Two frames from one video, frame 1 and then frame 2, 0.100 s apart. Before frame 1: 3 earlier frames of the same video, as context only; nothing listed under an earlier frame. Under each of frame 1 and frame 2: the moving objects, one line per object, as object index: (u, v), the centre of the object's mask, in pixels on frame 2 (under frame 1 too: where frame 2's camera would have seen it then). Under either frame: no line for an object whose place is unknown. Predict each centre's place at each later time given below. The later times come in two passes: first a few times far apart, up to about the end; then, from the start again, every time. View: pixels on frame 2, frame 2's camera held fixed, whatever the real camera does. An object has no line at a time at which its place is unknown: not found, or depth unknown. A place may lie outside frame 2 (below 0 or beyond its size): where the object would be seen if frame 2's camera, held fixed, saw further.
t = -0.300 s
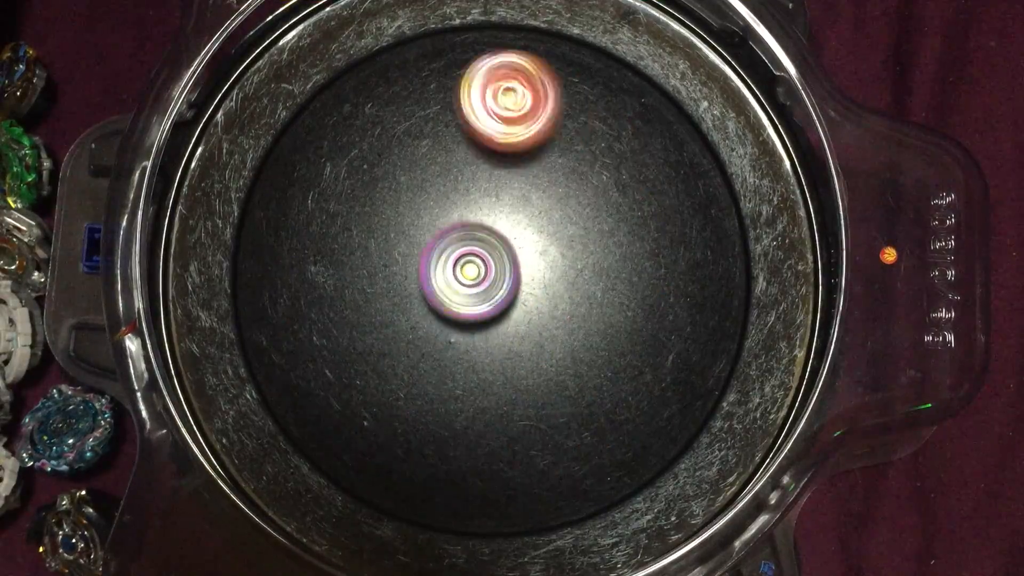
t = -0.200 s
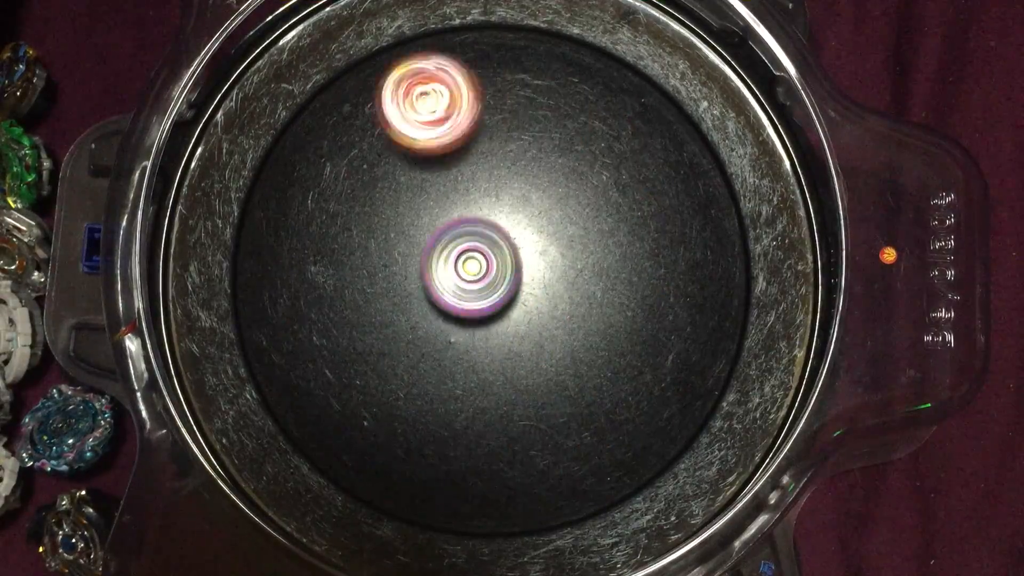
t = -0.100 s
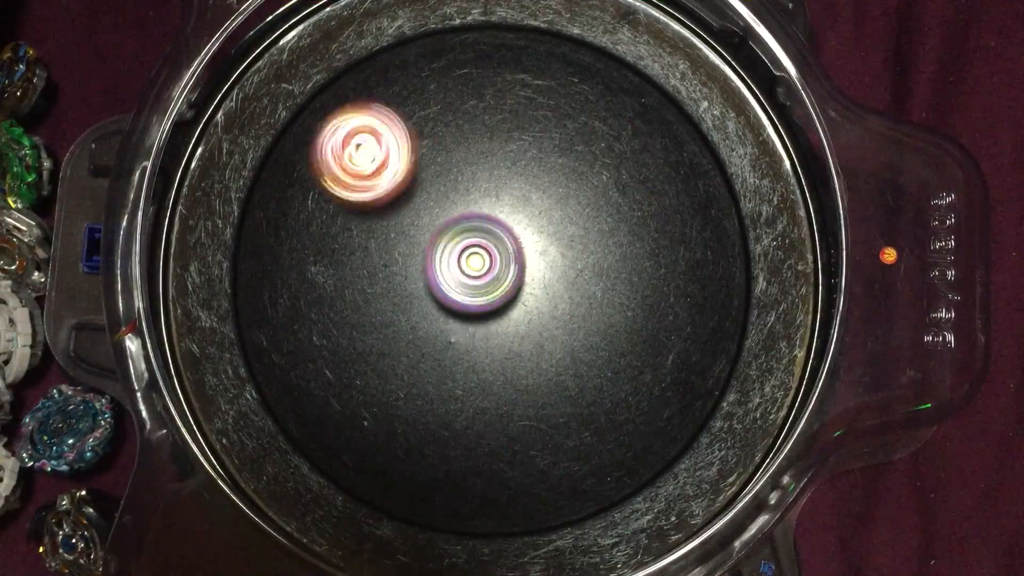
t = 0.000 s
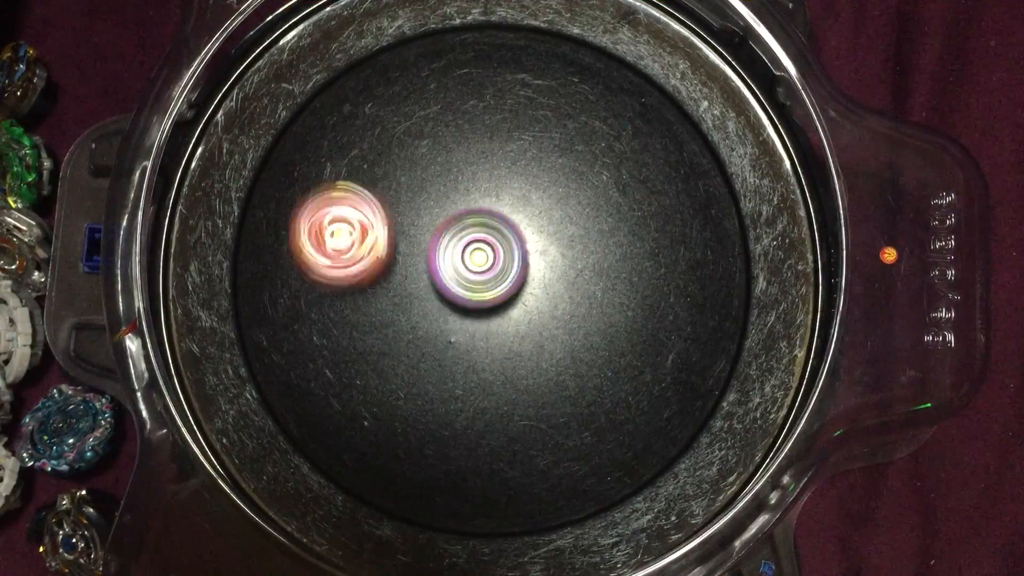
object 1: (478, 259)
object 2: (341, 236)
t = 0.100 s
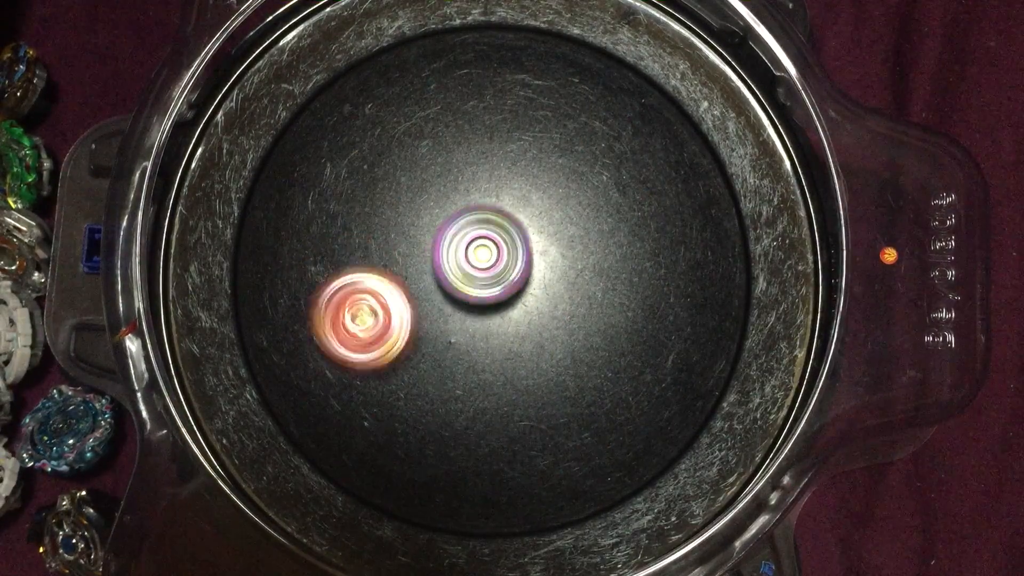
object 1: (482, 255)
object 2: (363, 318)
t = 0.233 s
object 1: (487, 251)
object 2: (447, 396)
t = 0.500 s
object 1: (496, 251)
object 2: (646, 354)
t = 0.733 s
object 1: (502, 261)
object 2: (617, 181)
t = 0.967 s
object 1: (510, 275)
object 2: (429, 168)
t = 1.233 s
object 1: (511, 287)
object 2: (339, 332)
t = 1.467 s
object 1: (504, 293)
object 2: (470, 431)
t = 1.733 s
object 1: (490, 291)
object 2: (611, 284)
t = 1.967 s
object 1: (479, 286)
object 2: (541, 130)
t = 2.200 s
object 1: (473, 277)
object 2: (389, 157)
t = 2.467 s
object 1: (487, 262)
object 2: (390, 349)
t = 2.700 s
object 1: (502, 249)
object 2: (541, 416)
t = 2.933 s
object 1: (511, 247)
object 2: (636, 284)
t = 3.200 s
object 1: (480, 273)
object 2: (531, 136)
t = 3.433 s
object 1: (463, 295)
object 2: (388, 194)
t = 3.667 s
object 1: (496, 325)
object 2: (352, 335)
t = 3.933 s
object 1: (532, 306)
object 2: (492, 407)
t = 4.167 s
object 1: (563, 175)
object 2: (559, 413)
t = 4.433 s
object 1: (525, 174)
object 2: (463, 268)
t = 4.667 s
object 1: (500, 203)
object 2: (343, 228)
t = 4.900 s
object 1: (476, 249)
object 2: (367, 285)
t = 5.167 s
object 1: (574, 267)
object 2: (390, 323)
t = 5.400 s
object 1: (599, 274)
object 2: (437, 244)
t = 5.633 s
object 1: (599, 280)
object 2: (381, 197)
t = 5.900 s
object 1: (549, 293)
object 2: (457, 236)
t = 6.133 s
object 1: (558, 327)
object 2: (432, 185)
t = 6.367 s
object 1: (519, 323)
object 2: (469, 220)
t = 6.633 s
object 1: (497, 326)
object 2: (501, 205)
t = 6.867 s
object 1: (471, 310)
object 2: (531, 198)
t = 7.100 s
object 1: (457, 282)
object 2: (540, 216)
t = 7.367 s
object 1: (453, 260)
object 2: (560, 252)
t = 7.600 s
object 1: (466, 245)
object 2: (560, 304)
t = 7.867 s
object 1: (493, 241)
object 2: (531, 341)
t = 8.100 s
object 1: (511, 249)
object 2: (491, 356)
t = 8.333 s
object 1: (525, 248)
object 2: (454, 356)
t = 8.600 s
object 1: (535, 262)
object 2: (417, 301)
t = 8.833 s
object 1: (519, 278)
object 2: (411, 265)
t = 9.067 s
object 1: (516, 292)
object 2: (422, 219)
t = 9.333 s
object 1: (498, 305)
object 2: (460, 197)
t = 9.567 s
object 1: (485, 308)
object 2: (507, 204)
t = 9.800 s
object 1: (473, 304)
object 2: (553, 227)
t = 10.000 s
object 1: (456, 291)
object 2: (587, 256)
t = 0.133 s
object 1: (483, 254)
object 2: (381, 344)
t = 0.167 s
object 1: (485, 253)
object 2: (400, 365)
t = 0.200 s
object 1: (486, 252)
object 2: (421, 383)
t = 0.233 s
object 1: (487, 251)
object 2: (447, 396)
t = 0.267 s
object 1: (488, 251)
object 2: (474, 407)
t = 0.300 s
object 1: (489, 250)
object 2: (502, 413)
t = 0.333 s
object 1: (490, 250)
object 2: (529, 414)
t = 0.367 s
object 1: (492, 250)
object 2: (558, 411)
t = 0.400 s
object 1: (493, 250)
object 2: (583, 403)
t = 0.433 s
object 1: (494, 250)
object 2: (608, 391)
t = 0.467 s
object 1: (495, 251)
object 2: (629, 374)
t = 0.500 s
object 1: (496, 251)
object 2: (646, 354)
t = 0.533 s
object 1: (497, 252)
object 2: (659, 330)
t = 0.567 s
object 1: (498, 253)
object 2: (667, 304)
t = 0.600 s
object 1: (499, 255)
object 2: (669, 277)
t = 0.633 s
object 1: (499, 256)
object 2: (664, 249)
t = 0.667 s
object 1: (501, 258)
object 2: (654, 223)
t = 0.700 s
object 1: (502, 259)
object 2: (637, 200)
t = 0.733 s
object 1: (502, 261)
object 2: (617, 181)
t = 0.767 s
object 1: (504, 264)
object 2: (592, 165)
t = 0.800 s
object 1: (505, 266)
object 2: (566, 155)
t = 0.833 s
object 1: (506, 268)
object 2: (540, 149)
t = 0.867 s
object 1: (507, 270)
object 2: (510, 147)
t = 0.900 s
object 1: (508, 272)
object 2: (483, 151)
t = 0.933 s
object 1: (509, 274)
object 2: (456, 158)
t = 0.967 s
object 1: (510, 275)
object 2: (429, 168)
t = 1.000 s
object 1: (510, 277)
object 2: (406, 181)
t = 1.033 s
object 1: (511, 279)
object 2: (387, 198)
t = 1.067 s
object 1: (511, 280)
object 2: (370, 217)
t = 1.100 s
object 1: (511, 282)
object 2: (357, 238)
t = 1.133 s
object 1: (512, 283)
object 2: (347, 261)
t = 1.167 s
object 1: (511, 285)
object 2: (340, 284)
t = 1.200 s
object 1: (511, 286)
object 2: (337, 308)
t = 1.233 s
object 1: (511, 287)
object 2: (339, 332)
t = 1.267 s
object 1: (510, 288)
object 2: (345, 355)
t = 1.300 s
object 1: (509, 289)
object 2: (357, 376)
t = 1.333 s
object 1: (508, 290)
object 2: (372, 397)
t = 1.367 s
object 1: (507, 291)
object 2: (392, 412)
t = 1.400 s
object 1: (506, 292)
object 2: (415, 424)
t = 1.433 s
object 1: (505, 292)
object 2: (441, 430)
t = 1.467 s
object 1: (504, 293)
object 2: (470, 431)
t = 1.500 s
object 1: (502, 292)
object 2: (497, 427)
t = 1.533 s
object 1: (500, 293)
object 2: (523, 416)
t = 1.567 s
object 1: (499, 293)
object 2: (547, 402)
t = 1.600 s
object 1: (497, 293)
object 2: (568, 383)
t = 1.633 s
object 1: (495, 292)
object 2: (584, 360)
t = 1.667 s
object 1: (494, 292)
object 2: (598, 335)
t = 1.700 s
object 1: (492, 292)
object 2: (606, 311)
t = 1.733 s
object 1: (490, 291)
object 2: (611, 284)
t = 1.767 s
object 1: (488, 291)
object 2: (612, 258)
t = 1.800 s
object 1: (486, 290)
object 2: (608, 231)
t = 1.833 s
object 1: (485, 289)
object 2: (602, 206)
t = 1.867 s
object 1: (483, 289)
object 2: (591, 184)
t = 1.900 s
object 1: (481, 288)
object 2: (579, 163)
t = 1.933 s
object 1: (480, 287)
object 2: (561, 145)
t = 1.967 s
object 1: (479, 286)
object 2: (541, 130)
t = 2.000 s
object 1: (478, 285)
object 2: (521, 120)
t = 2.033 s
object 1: (476, 283)
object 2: (496, 113)
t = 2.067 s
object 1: (476, 282)
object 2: (472, 112)
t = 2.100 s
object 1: (475, 281)
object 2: (450, 116)
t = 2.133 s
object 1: (474, 280)
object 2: (427, 125)
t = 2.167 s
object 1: (474, 278)
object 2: (406, 140)
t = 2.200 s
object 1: (473, 277)
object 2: (389, 157)
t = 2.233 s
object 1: (473, 276)
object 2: (375, 179)
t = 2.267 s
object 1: (473, 275)
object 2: (366, 203)
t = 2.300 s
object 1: (473, 273)
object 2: (362, 229)
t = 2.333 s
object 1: (474, 271)
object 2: (362, 254)
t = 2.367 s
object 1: (475, 269)
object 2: (367, 279)
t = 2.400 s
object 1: (479, 268)
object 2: (372, 305)
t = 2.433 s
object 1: (484, 265)
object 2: (379, 327)
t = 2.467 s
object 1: (487, 262)
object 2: (390, 349)
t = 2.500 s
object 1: (490, 260)
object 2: (405, 370)
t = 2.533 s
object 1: (492, 258)
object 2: (423, 386)
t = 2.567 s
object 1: (494, 256)
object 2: (444, 401)
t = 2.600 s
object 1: (496, 253)
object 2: (467, 411)
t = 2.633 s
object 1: (499, 252)
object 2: (492, 418)
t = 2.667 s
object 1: (500, 251)
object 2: (516, 420)
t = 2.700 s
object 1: (502, 249)
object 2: (541, 416)
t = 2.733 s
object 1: (504, 248)
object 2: (565, 407)
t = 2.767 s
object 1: (505, 247)
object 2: (586, 395)
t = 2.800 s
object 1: (507, 246)
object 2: (605, 378)
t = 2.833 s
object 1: (508, 246)
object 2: (621, 357)
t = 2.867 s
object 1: (510, 247)
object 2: (630, 335)
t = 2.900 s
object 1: (511, 247)
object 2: (636, 310)
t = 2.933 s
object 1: (511, 247)
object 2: (636, 284)
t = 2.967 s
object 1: (512, 248)
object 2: (631, 259)
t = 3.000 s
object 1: (513, 249)
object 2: (621, 235)
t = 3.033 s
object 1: (510, 251)
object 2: (611, 212)
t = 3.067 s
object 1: (500, 256)
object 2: (602, 190)
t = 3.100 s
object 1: (493, 260)
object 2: (589, 172)
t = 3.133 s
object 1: (487, 265)
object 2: (573, 158)
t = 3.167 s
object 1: (483, 269)
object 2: (553, 145)
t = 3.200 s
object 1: (480, 273)
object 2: (531, 136)
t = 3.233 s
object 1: (477, 277)
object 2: (508, 132)
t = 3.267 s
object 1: (474, 281)
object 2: (484, 132)
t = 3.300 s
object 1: (472, 284)
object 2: (462, 137)
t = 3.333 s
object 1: (469, 287)
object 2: (439, 147)
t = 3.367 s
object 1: (467, 289)
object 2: (418, 159)
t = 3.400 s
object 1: (466, 292)
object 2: (401, 175)
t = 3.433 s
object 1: (463, 295)
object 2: (388, 194)
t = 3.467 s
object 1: (462, 297)
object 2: (378, 215)
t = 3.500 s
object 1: (461, 299)
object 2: (371, 238)
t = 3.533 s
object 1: (465, 305)
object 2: (362, 256)
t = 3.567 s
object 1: (476, 314)
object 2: (353, 273)
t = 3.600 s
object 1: (484, 320)
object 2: (348, 294)
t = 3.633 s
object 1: (490, 323)
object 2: (348, 315)
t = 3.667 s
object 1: (496, 325)
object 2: (352, 335)
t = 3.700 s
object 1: (500, 326)
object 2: (361, 354)
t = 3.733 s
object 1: (504, 326)
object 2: (374, 371)
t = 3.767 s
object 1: (507, 327)
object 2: (392, 384)
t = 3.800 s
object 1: (510, 327)
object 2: (413, 395)
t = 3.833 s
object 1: (514, 326)
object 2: (435, 401)
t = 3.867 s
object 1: (522, 320)
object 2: (452, 407)
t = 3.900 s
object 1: (529, 313)
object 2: (470, 410)
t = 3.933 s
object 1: (532, 306)
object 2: (492, 407)
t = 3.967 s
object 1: (544, 283)
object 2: (502, 417)
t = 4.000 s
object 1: (557, 253)
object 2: (506, 433)
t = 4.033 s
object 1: (564, 231)
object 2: (515, 442)
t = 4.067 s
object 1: (569, 208)
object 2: (528, 446)
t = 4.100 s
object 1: (570, 192)
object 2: (541, 443)
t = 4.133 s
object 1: (567, 182)
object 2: (553, 431)
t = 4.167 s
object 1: (563, 175)
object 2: (559, 413)
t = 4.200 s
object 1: (558, 169)
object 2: (560, 393)
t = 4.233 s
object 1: (553, 166)
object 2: (553, 371)
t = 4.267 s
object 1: (547, 165)
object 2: (544, 349)
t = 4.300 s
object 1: (542, 165)
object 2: (531, 330)
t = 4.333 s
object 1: (538, 166)
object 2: (514, 313)
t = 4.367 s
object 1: (534, 168)
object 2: (499, 296)
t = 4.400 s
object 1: (529, 171)
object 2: (480, 281)
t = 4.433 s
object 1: (525, 174)
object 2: (463, 268)
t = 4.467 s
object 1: (521, 177)
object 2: (445, 256)
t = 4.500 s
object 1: (517, 181)
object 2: (428, 246)
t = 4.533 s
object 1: (514, 185)
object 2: (411, 238)
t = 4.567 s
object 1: (510, 189)
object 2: (394, 231)
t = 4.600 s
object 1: (507, 193)
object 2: (377, 228)
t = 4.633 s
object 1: (504, 198)
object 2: (360, 226)
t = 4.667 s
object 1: (500, 203)
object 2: (343, 228)
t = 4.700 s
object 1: (498, 209)
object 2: (330, 233)
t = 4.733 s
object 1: (494, 215)
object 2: (322, 241)
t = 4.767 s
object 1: (490, 221)
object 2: (321, 252)
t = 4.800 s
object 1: (487, 228)
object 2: (325, 261)
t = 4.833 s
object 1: (483, 235)
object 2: (334, 270)
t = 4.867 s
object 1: (479, 242)
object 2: (347, 279)
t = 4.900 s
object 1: (476, 249)
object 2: (367, 285)
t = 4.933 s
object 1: (487, 253)
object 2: (374, 290)
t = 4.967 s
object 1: (514, 255)
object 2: (367, 298)
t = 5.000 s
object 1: (536, 259)
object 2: (363, 306)
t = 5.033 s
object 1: (552, 264)
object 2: (364, 312)
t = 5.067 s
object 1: (565, 266)
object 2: (366, 317)
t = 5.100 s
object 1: (571, 267)
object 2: (371, 320)
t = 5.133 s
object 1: (573, 267)
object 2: (380, 322)
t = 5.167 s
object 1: (574, 267)
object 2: (390, 323)
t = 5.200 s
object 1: (572, 267)
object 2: (405, 320)
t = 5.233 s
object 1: (570, 267)
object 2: (420, 315)
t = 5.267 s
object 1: (568, 268)
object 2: (438, 306)
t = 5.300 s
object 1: (565, 270)
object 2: (453, 294)
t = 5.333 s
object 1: (574, 273)
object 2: (455, 278)
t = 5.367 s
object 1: (590, 274)
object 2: (445, 260)
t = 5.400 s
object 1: (599, 274)
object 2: (437, 244)
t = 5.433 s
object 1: (603, 274)
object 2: (427, 229)
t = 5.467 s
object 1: (605, 274)
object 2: (417, 217)
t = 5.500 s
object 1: (605, 274)
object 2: (407, 208)
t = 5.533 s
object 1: (605, 276)
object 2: (397, 201)
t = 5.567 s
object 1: (604, 277)
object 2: (389, 196)
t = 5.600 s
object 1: (602, 279)
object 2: (384, 195)
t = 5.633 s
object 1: (599, 280)
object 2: (381, 197)
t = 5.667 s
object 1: (596, 281)
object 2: (380, 202)
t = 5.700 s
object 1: (590, 283)
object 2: (384, 208)
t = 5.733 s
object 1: (584, 284)
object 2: (390, 215)
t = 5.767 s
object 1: (577, 285)
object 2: (400, 222)
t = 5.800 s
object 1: (569, 286)
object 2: (413, 228)
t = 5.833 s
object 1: (561, 286)
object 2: (428, 235)
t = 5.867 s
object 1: (552, 287)
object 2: (447, 240)
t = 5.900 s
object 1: (549, 293)
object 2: (457, 236)
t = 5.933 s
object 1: (560, 308)
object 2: (453, 221)
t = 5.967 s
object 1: (566, 318)
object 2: (450, 210)
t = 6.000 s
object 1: (570, 325)
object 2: (445, 199)
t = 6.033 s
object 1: (570, 328)
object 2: (441, 191)
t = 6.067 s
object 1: (568, 328)
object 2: (438, 186)
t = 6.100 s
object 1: (564, 327)
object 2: (434, 184)
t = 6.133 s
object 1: (558, 327)
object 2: (432, 185)
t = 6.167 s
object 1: (553, 326)
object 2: (431, 188)
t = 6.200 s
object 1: (546, 324)
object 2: (434, 194)
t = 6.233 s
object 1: (540, 322)
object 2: (437, 200)
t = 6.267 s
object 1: (533, 319)
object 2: (442, 209)
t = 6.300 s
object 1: (527, 316)
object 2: (450, 218)
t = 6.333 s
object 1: (520, 313)
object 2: (461, 226)
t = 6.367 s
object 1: (519, 323)
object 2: (469, 220)
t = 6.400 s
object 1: (519, 331)
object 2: (473, 215)
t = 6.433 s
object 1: (519, 335)
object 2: (477, 210)
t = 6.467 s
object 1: (517, 335)
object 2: (483, 207)
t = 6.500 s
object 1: (514, 334)
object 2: (488, 204)
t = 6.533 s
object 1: (511, 332)
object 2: (491, 202)
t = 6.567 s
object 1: (506, 331)
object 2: (494, 203)
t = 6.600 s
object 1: (502, 328)
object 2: (498, 204)
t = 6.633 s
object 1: (497, 326)
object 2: (501, 205)
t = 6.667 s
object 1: (494, 322)
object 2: (503, 208)
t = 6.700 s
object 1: (489, 318)
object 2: (506, 215)
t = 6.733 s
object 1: (483, 320)
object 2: (513, 211)
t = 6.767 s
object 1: (478, 320)
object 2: (520, 207)
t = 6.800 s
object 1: (475, 318)
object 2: (524, 204)
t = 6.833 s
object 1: (473, 314)
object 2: (529, 201)
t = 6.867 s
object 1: (471, 310)
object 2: (531, 198)
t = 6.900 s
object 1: (470, 304)
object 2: (532, 198)
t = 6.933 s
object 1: (468, 299)
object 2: (533, 199)
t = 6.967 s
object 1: (466, 294)
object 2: (533, 202)
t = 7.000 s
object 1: (465, 289)
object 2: (531, 206)
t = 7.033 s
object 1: (462, 286)
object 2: (534, 210)
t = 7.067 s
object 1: (458, 284)
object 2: (538, 213)
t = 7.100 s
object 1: (457, 282)
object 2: (540, 216)
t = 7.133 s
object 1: (455, 280)
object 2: (543, 219)
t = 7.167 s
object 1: (451, 278)
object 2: (548, 222)
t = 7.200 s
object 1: (449, 276)
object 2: (553, 224)
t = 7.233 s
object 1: (449, 274)
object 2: (555, 228)
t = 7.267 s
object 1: (449, 270)
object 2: (558, 233)
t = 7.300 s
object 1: (450, 267)
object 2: (559, 237)
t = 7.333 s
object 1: (451, 264)
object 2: (559, 244)
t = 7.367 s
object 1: (453, 260)
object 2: (560, 252)
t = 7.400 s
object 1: (455, 257)
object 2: (560, 258)
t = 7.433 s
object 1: (455, 254)
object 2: (560, 266)
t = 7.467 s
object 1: (456, 252)
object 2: (562, 273)
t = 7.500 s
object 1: (458, 250)
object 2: (563, 281)
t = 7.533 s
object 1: (460, 248)
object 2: (562, 289)
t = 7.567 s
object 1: (464, 246)
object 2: (562, 297)
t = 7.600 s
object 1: (466, 245)
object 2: (560, 304)
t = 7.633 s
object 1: (469, 243)
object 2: (558, 310)
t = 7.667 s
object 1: (473, 242)
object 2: (556, 317)
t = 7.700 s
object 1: (477, 241)
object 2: (553, 321)
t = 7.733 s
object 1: (480, 241)
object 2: (549, 325)
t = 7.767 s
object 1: (484, 241)
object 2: (544, 329)
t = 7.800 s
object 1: (486, 240)
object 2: (541, 333)
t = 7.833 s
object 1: (489, 240)
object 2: (535, 337)
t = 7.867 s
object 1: (493, 241)
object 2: (531, 341)
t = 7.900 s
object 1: (496, 242)
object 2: (524, 344)
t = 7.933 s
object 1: (499, 243)
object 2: (517, 346)
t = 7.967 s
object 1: (501, 243)
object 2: (512, 352)
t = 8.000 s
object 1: (504, 244)
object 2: (507, 354)
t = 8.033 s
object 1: (506, 245)
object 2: (501, 355)
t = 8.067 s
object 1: (508, 247)
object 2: (496, 357)
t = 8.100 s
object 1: (511, 249)
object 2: (491, 356)
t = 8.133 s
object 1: (512, 252)
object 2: (486, 355)
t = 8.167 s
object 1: (517, 249)
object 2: (479, 358)
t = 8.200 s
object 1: (520, 246)
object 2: (471, 360)
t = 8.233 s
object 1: (521, 245)
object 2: (465, 362)
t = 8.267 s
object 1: (522, 245)
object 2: (462, 361)
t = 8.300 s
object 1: (523, 246)
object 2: (457, 358)
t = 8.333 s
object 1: (525, 248)
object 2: (454, 356)
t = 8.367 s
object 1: (526, 250)
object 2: (453, 351)
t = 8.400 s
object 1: (527, 253)
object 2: (450, 344)
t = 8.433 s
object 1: (528, 255)
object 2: (449, 337)
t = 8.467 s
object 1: (529, 258)
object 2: (448, 328)
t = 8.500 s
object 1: (533, 258)
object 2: (440, 320)
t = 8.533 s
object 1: (535, 259)
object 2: (434, 314)
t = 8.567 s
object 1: (535, 260)
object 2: (426, 307)
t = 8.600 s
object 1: (535, 262)
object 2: (417, 301)
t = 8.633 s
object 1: (533, 264)
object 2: (412, 295)
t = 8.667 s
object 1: (532, 266)
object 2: (406, 288)
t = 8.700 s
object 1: (530, 270)
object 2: (404, 285)
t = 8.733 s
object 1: (528, 272)
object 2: (403, 280)
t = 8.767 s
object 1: (525, 274)
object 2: (404, 276)
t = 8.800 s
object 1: (522, 276)
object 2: (407, 271)
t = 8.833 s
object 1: (519, 278)
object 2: (411, 265)
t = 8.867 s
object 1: (518, 281)
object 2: (413, 260)
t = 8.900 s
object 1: (519, 284)
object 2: (414, 253)
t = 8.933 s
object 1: (519, 286)
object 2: (415, 246)
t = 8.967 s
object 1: (517, 286)
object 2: (418, 241)
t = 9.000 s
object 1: (516, 287)
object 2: (420, 234)
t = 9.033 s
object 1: (516, 291)
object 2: (421, 227)
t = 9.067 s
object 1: (516, 292)
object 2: (422, 219)
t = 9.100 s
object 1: (514, 293)
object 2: (423, 214)
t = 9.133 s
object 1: (512, 294)
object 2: (427, 210)
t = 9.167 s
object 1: (509, 295)
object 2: (430, 206)
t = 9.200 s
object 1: (506, 295)
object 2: (434, 205)
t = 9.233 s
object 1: (503, 295)
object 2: (441, 203)
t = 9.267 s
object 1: (500, 296)
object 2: (447, 204)
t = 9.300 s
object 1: (499, 300)
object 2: (455, 202)
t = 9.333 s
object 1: (498, 305)
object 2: (460, 197)
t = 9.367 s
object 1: (497, 307)
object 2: (466, 196)
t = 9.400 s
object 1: (496, 308)
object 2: (472, 193)
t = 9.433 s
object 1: (494, 308)
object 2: (478, 195)
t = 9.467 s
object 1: (492, 308)
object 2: (486, 196)
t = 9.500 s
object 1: (490, 309)
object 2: (491, 196)
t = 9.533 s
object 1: (487, 309)
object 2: (500, 201)
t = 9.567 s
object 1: (485, 308)
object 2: (507, 204)
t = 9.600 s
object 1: (483, 307)
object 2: (515, 207)
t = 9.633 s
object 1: (480, 309)
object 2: (523, 209)
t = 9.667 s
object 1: (478, 309)
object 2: (531, 212)
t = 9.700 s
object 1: (477, 308)
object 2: (539, 214)
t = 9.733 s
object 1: (475, 307)
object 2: (544, 217)
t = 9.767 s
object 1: (474, 305)
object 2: (550, 222)
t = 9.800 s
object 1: (473, 304)
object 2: (553, 227)
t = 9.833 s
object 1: (472, 301)
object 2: (557, 233)
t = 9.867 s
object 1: (471, 298)
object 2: (559, 238)
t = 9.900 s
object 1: (469, 297)
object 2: (563, 245)
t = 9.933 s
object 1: (462, 295)
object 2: (572, 248)
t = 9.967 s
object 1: (457, 292)
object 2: (578, 254)
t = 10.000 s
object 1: (456, 291)
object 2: (587, 256)
